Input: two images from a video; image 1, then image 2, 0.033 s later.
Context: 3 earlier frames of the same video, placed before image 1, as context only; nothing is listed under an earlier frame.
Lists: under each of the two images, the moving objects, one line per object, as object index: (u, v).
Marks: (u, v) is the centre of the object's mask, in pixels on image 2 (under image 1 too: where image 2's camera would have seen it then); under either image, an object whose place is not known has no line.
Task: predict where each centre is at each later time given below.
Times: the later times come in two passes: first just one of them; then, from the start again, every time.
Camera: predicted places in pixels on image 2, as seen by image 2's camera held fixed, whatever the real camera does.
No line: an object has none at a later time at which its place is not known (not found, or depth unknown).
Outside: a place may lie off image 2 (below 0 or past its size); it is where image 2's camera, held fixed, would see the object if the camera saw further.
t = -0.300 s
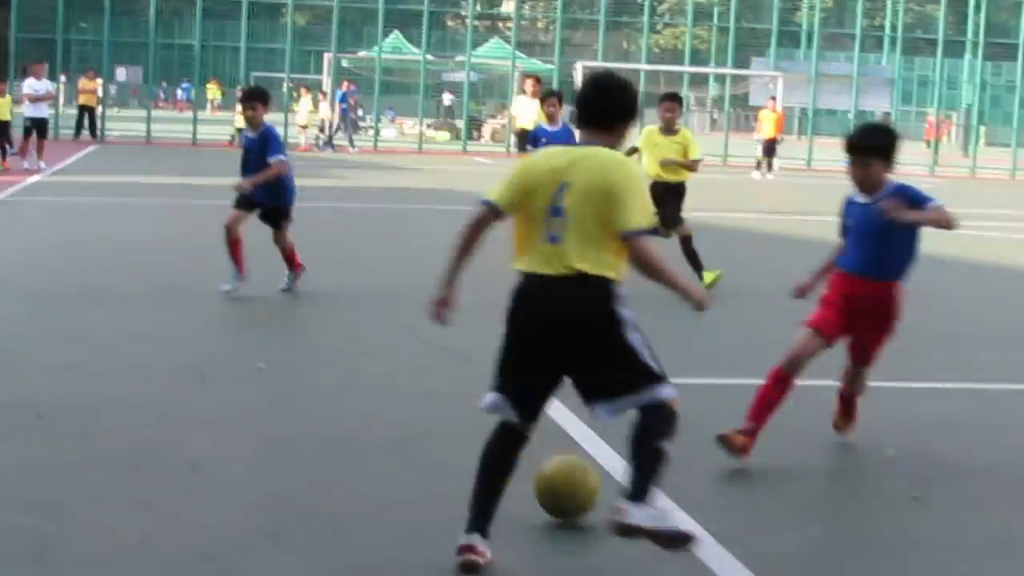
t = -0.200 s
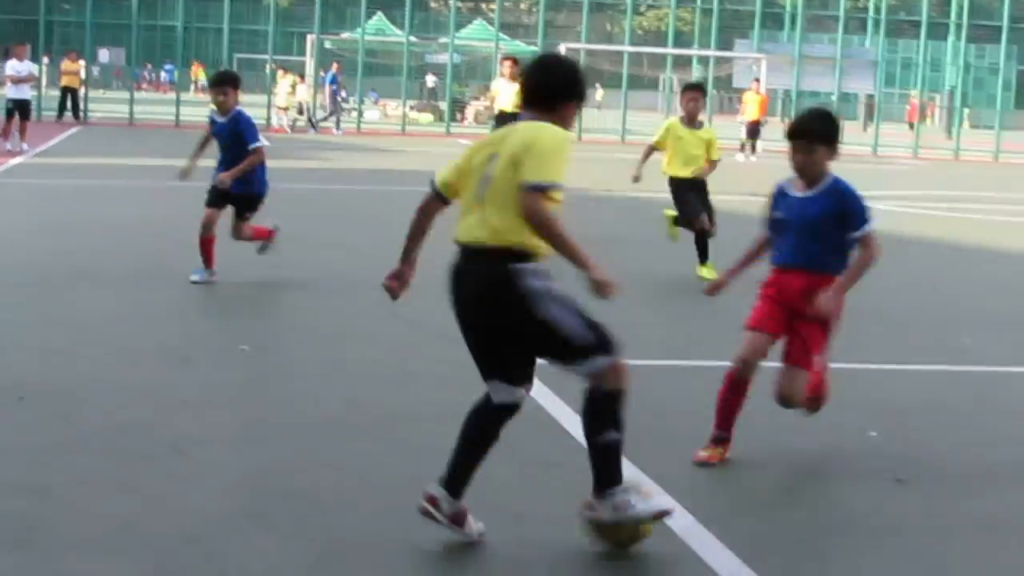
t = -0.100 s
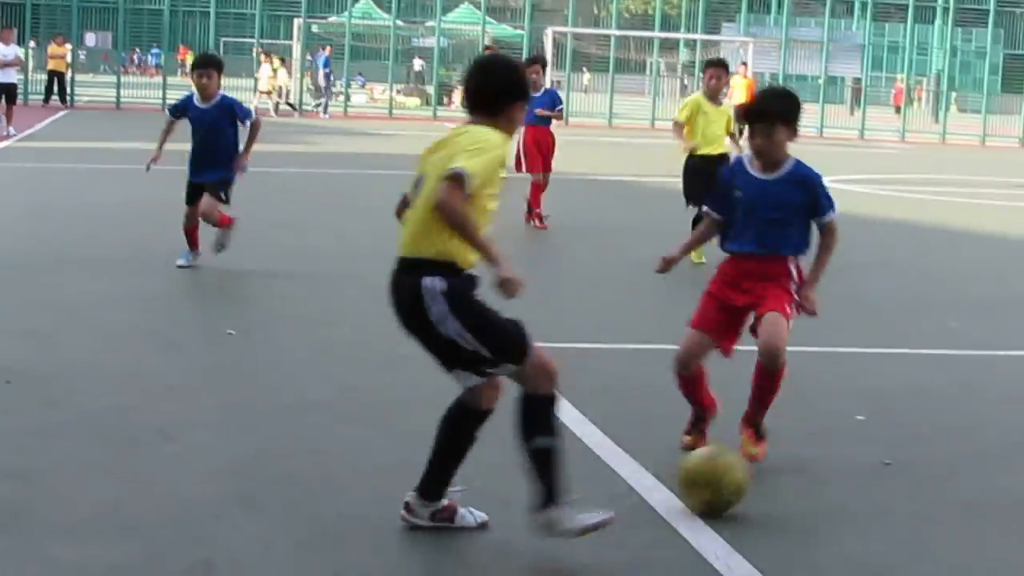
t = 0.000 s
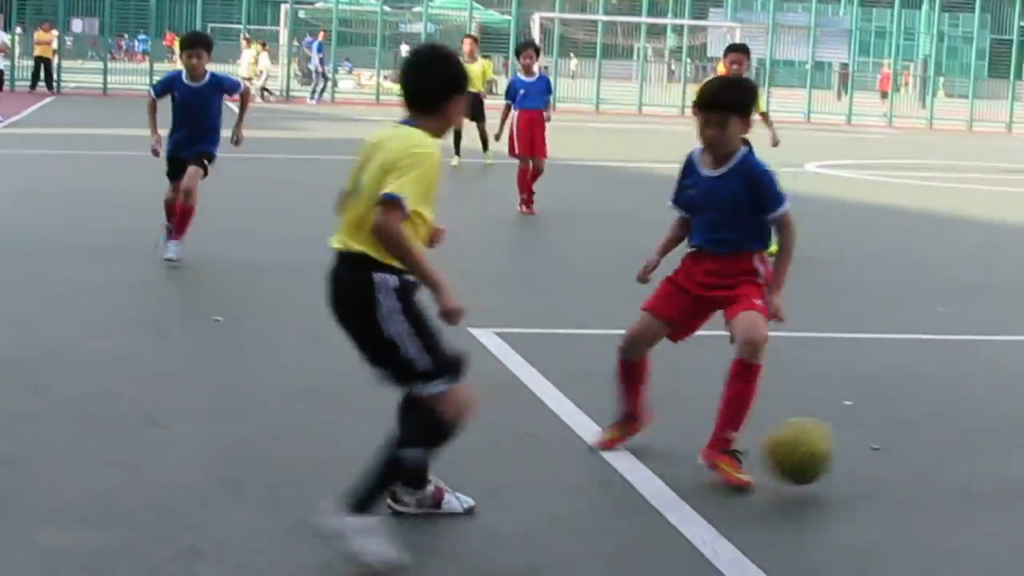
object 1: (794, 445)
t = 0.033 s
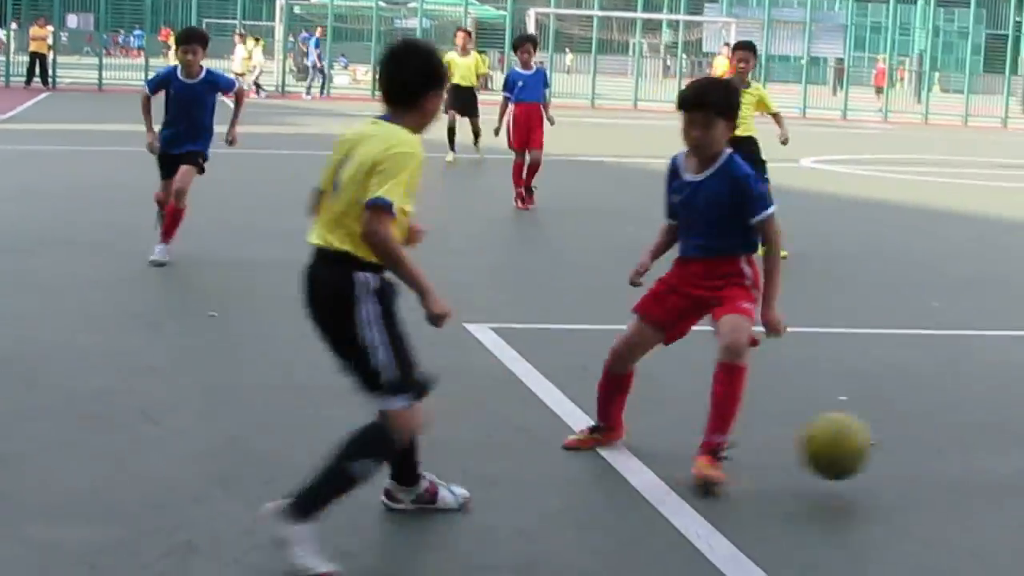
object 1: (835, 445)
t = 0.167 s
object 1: (1005, 484)
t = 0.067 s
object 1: (877, 450)
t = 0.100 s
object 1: (918, 458)
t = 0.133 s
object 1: (961, 470)
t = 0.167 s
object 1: (1005, 484)
